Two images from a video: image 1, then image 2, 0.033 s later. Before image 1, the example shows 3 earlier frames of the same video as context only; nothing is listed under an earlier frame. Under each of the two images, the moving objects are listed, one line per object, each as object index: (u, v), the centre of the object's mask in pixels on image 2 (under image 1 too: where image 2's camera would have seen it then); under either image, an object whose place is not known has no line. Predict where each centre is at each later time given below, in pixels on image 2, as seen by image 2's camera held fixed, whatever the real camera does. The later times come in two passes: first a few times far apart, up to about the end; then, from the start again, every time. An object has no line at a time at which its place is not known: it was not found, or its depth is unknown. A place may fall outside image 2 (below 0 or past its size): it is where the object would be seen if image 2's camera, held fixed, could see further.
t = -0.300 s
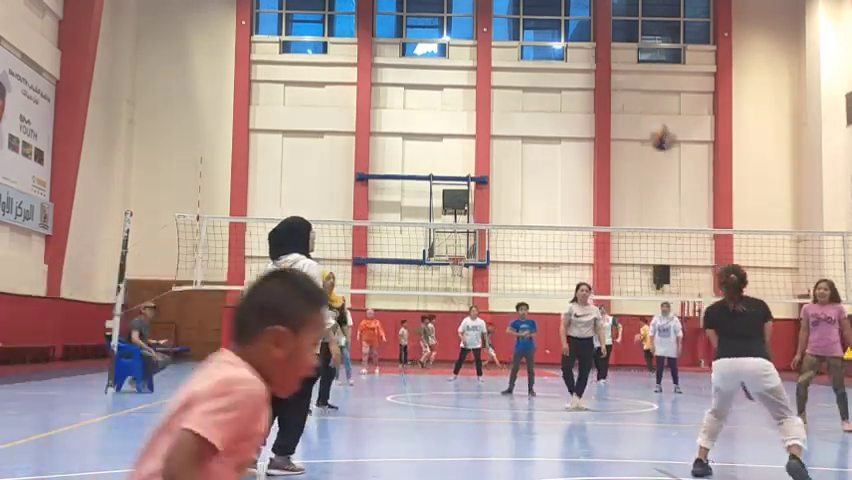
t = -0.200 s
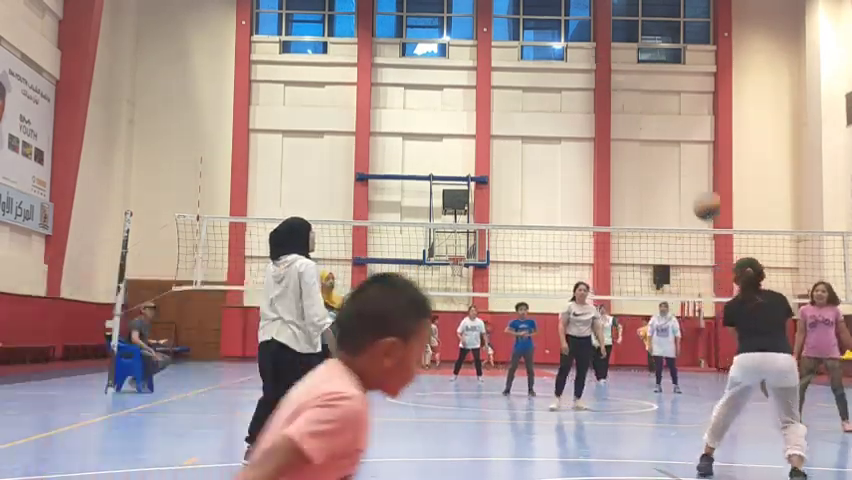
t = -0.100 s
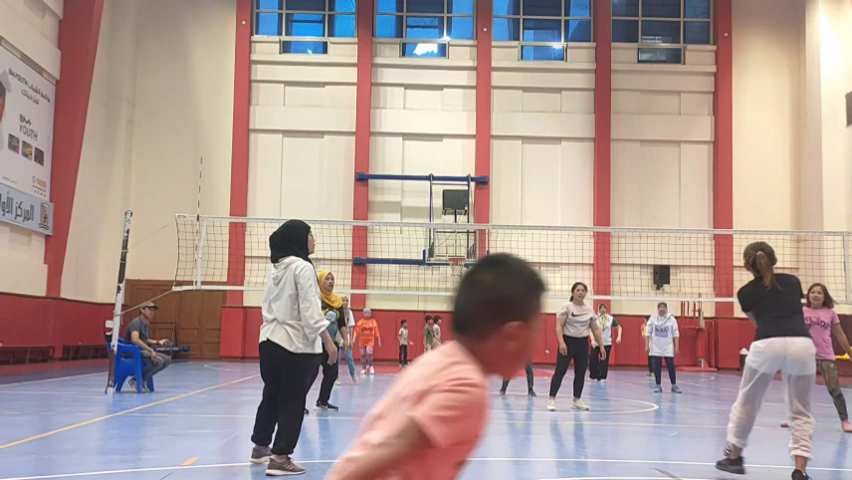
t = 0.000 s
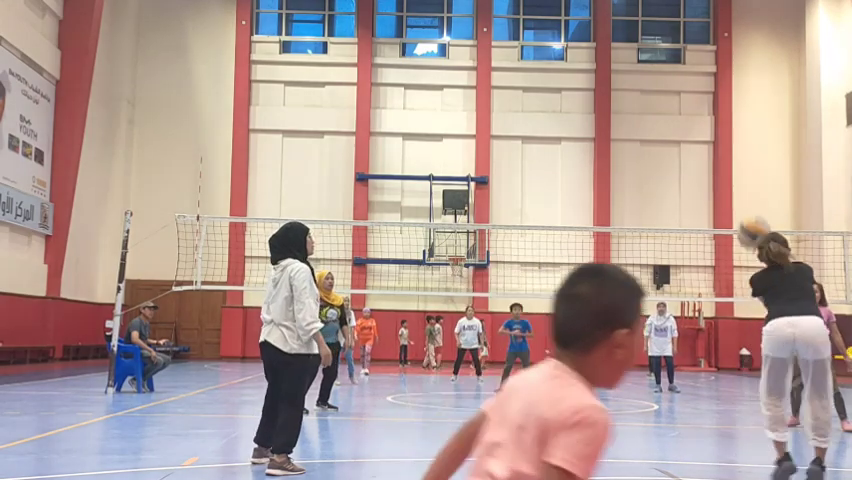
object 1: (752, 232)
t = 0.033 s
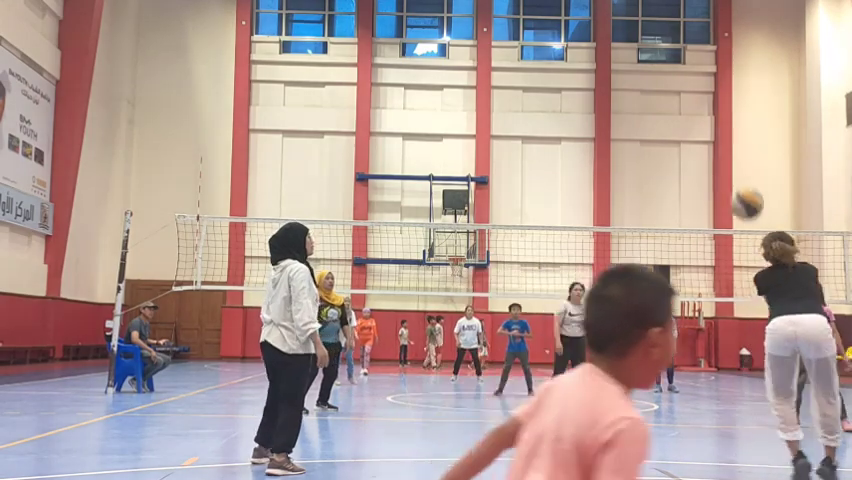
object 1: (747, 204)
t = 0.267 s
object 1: (706, 68)
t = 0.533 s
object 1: (672, 25)
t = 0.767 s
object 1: (647, 52)
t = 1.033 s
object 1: (623, 143)
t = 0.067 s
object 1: (740, 176)
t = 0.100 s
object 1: (734, 153)
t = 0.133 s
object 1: (729, 132)
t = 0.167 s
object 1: (723, 113)
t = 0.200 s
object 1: (717, 96)
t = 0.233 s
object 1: (710, 80)
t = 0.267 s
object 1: (706, 68)
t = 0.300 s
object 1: (703, 57)
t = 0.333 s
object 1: (698, 47)
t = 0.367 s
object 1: (693, 40)
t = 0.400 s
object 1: (689, 35)
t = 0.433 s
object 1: (685, 31)
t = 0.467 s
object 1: (681, 28)
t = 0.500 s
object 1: (676, 26)
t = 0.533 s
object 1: (672, 25)
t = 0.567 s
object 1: (668, 26)
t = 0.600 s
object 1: (665, 28)
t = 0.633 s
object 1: (661, 31)
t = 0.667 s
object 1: (658, 34)
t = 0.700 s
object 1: (654, 38)
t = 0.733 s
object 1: (651, 44)
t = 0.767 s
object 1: (647, 52)
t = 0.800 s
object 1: (644, 61)
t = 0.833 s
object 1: (640, 71)
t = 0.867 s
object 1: (637, 81)
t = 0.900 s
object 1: (635, 91)
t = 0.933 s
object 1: (632, 103)
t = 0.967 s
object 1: (629, 116)
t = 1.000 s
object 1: (626, 129)
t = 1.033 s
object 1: (623, 143)
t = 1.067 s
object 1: (621, 159)
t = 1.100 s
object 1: (618, 174)
